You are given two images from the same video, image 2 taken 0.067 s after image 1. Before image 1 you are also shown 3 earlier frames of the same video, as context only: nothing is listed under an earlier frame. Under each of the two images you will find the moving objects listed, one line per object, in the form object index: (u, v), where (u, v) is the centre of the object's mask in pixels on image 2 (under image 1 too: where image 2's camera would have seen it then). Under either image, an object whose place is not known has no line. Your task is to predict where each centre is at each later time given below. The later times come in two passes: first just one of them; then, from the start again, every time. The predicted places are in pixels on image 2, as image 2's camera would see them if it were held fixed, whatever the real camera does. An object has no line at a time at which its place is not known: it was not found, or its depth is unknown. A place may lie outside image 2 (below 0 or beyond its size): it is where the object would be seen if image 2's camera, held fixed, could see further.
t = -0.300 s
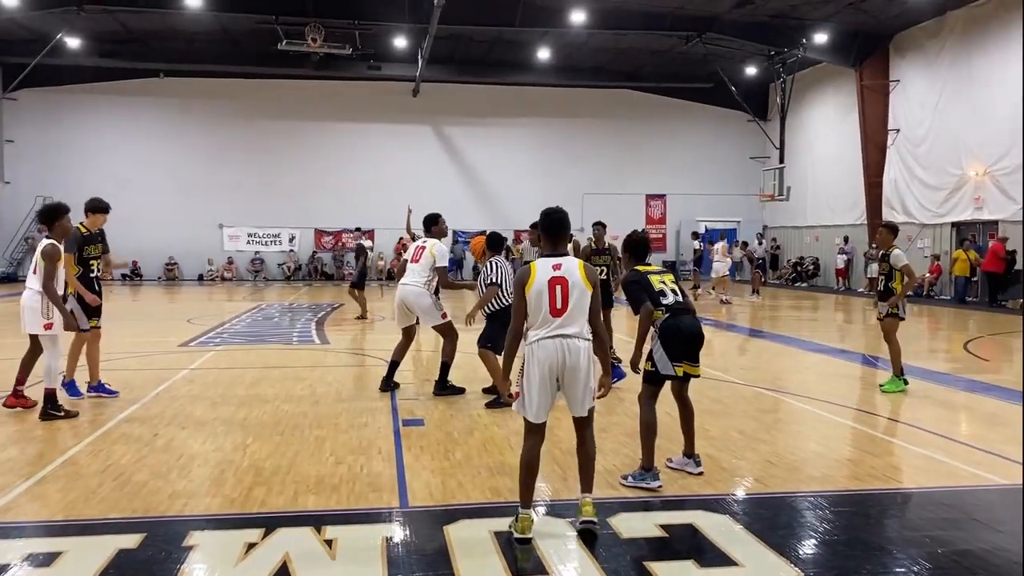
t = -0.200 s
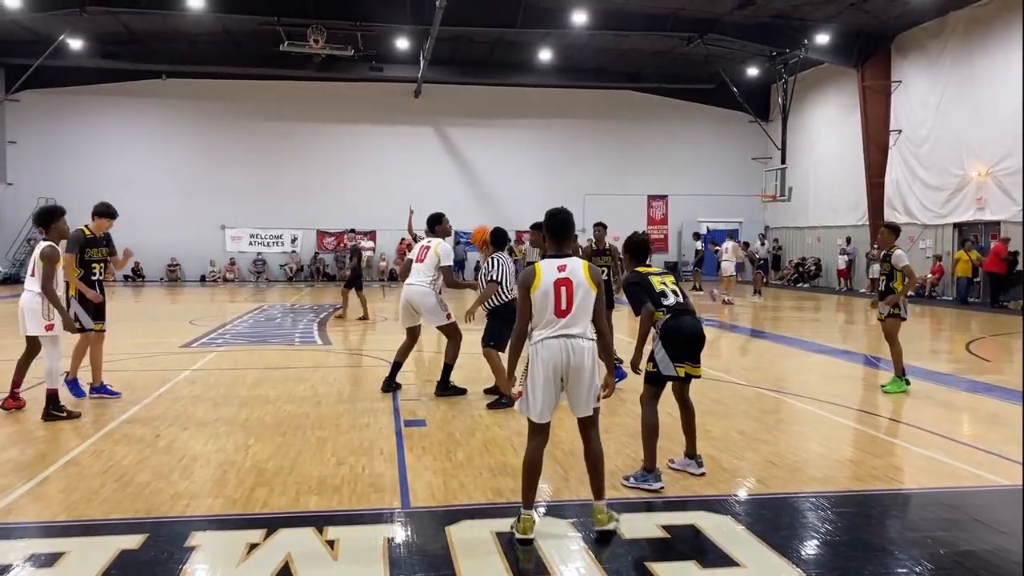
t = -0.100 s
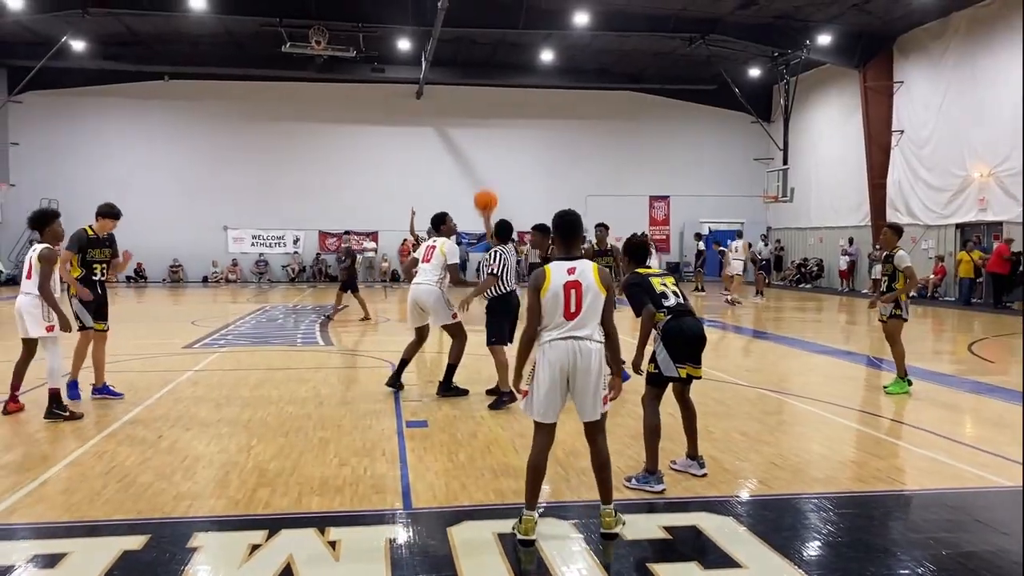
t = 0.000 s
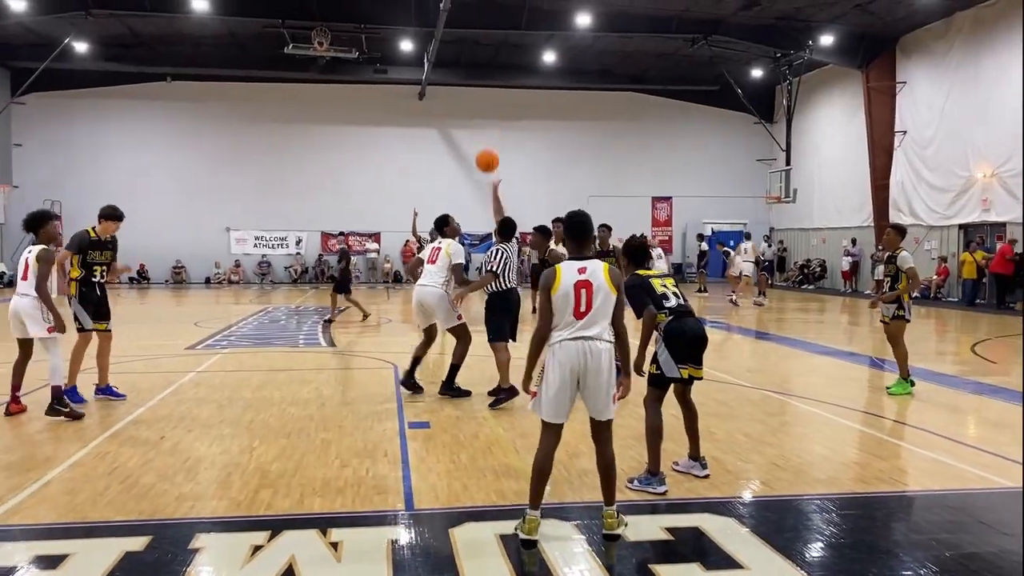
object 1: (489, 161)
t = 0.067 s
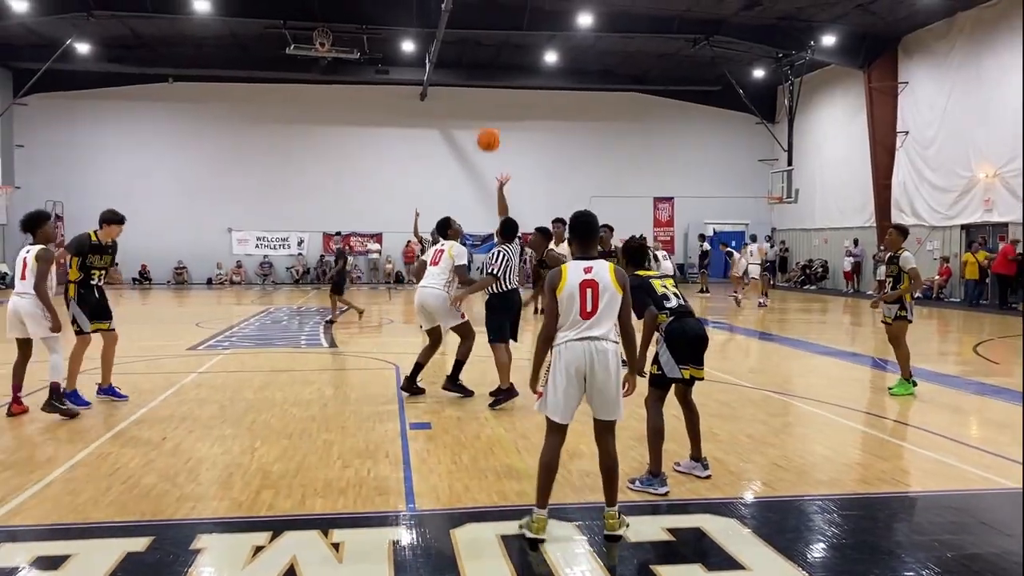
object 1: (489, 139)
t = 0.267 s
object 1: (488, 100)
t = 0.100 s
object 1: (488, 130)
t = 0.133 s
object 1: (488, 121)
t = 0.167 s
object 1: (488, 114)
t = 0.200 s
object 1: (488, 108)
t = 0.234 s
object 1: (487, 103)
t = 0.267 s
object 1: (488, 100)
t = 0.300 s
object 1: (487, 98)
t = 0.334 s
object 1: (487, 96)
